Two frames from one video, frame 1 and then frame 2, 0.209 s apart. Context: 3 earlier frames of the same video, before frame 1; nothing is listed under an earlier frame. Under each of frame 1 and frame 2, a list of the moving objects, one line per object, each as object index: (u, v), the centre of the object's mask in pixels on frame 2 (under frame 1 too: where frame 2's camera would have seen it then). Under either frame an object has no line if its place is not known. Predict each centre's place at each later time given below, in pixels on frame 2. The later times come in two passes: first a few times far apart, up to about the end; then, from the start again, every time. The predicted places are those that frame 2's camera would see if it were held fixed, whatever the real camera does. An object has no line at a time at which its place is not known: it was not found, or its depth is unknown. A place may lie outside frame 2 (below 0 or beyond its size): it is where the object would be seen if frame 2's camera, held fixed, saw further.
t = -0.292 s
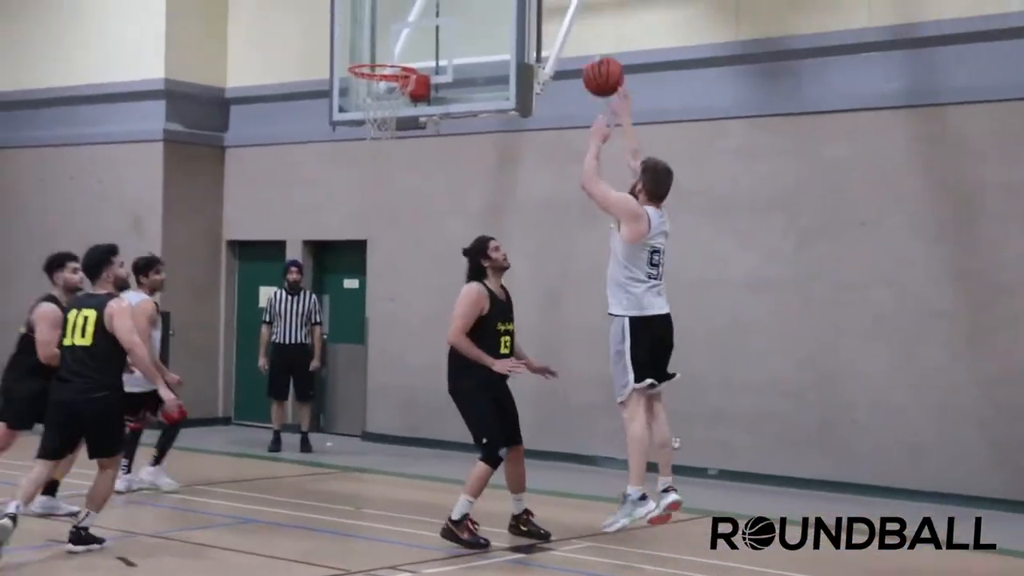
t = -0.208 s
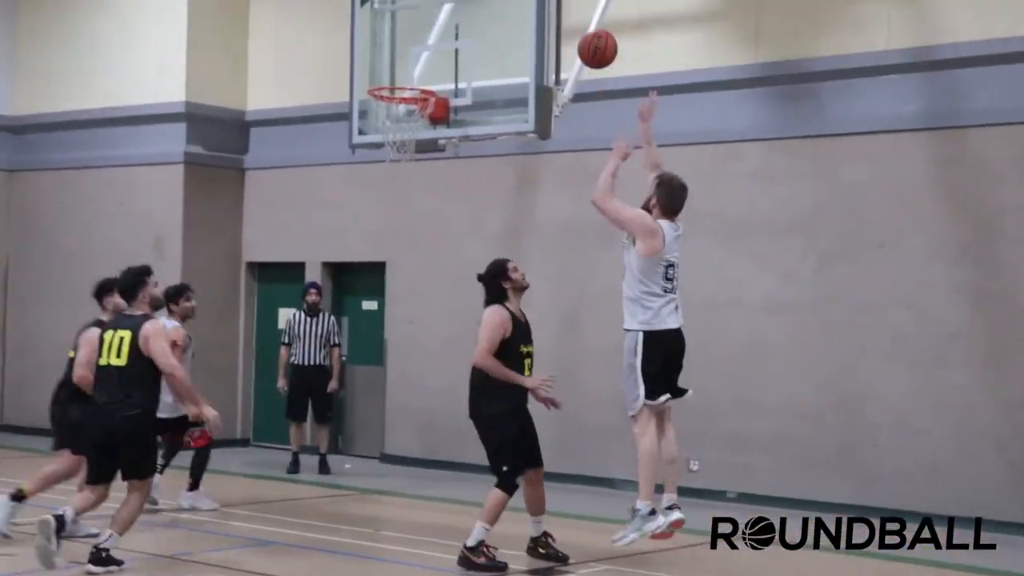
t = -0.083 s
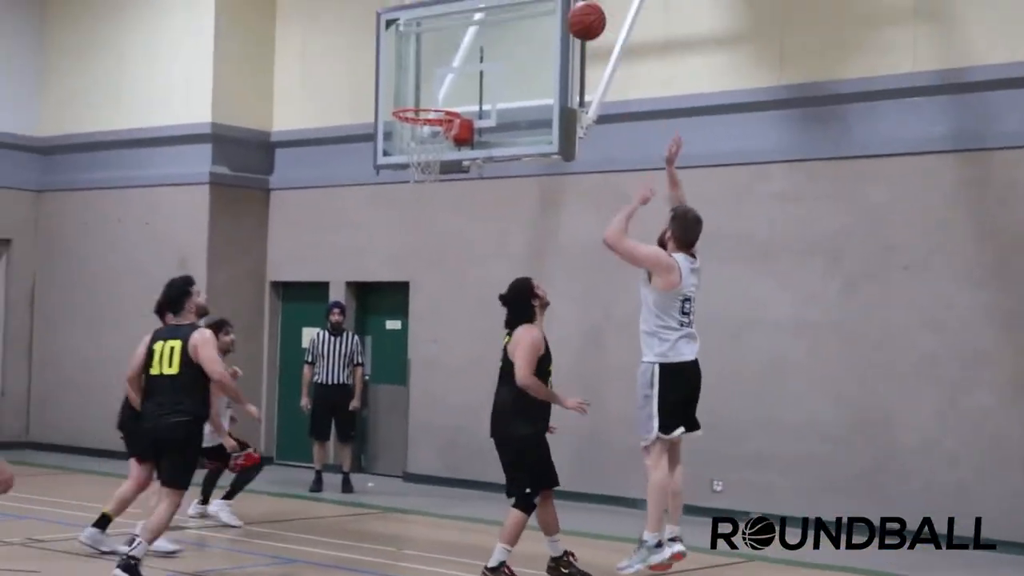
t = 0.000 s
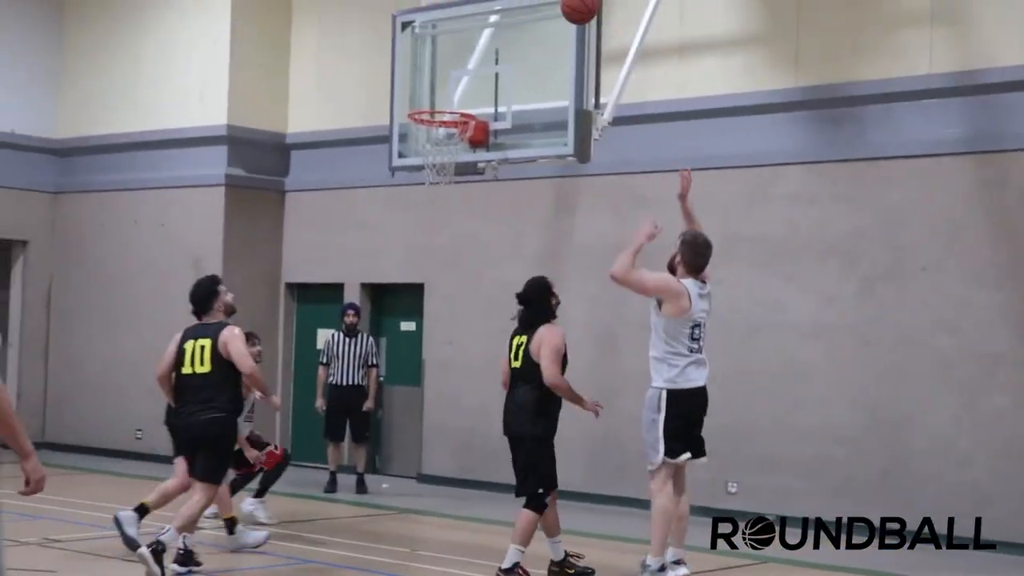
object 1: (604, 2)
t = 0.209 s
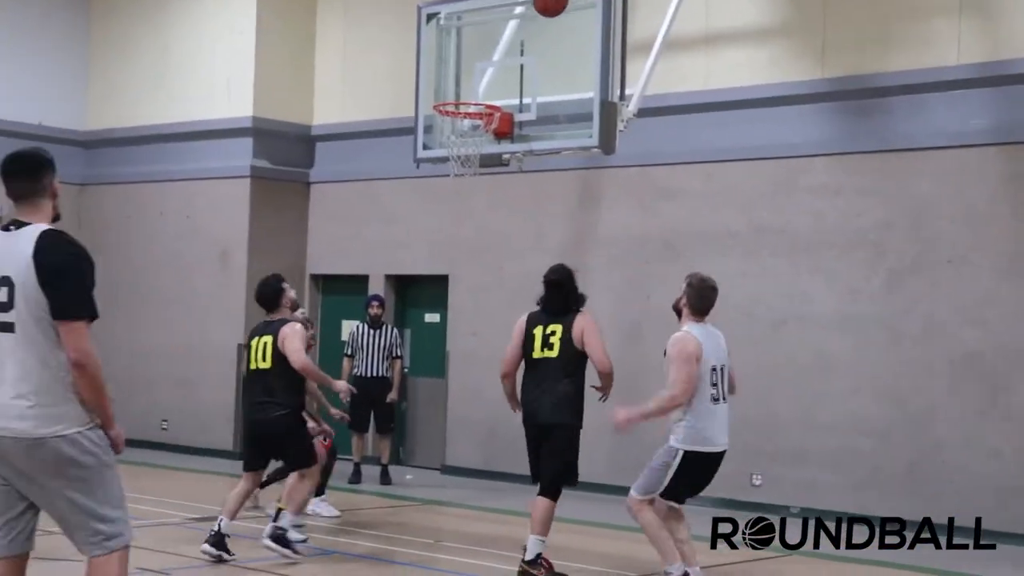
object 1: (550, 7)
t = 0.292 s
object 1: (529, 18)
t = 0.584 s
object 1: (479, 56)
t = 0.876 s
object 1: (464, 49)
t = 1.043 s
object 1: (452, 93)
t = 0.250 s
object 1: (540, 12)
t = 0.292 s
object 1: (529, 18)
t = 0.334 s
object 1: (519, 30)
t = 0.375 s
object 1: (509, 45)
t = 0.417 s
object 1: (498, 63)
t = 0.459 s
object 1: (488, 82)
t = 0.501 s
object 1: (483, 80)
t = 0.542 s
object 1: (481, 67)
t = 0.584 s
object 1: (479, 56)
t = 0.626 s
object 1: (477, 48)
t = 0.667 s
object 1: (475, 42)
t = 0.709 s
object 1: (473, 39)
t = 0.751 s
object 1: (471, 38)
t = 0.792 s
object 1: (469, 39)
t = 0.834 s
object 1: (466, 43)
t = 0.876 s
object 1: (464, 49)
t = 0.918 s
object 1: (461, 58)
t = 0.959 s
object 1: (458, 68)
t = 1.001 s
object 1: (455, 82)
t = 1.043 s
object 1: (452, 93)
